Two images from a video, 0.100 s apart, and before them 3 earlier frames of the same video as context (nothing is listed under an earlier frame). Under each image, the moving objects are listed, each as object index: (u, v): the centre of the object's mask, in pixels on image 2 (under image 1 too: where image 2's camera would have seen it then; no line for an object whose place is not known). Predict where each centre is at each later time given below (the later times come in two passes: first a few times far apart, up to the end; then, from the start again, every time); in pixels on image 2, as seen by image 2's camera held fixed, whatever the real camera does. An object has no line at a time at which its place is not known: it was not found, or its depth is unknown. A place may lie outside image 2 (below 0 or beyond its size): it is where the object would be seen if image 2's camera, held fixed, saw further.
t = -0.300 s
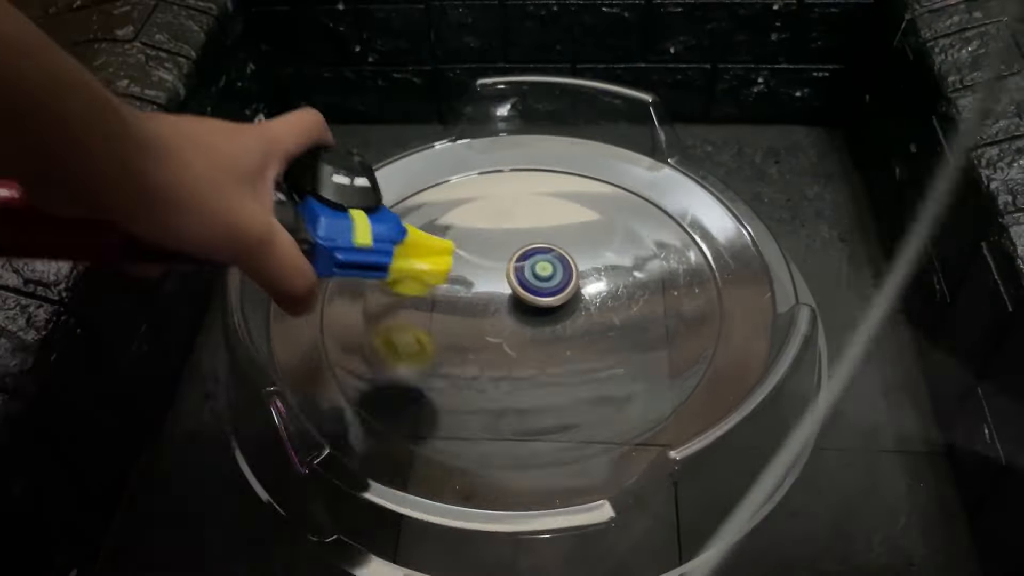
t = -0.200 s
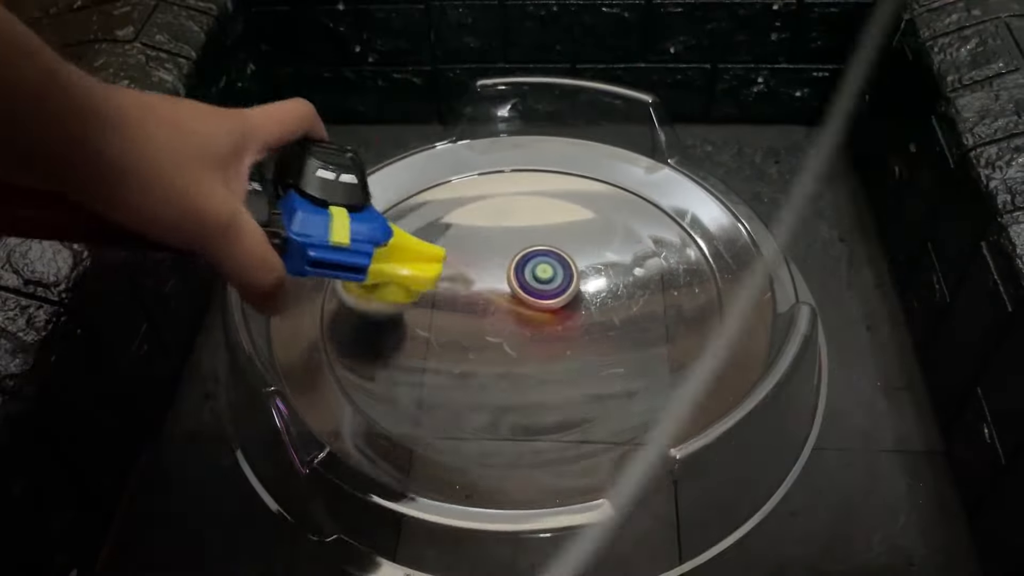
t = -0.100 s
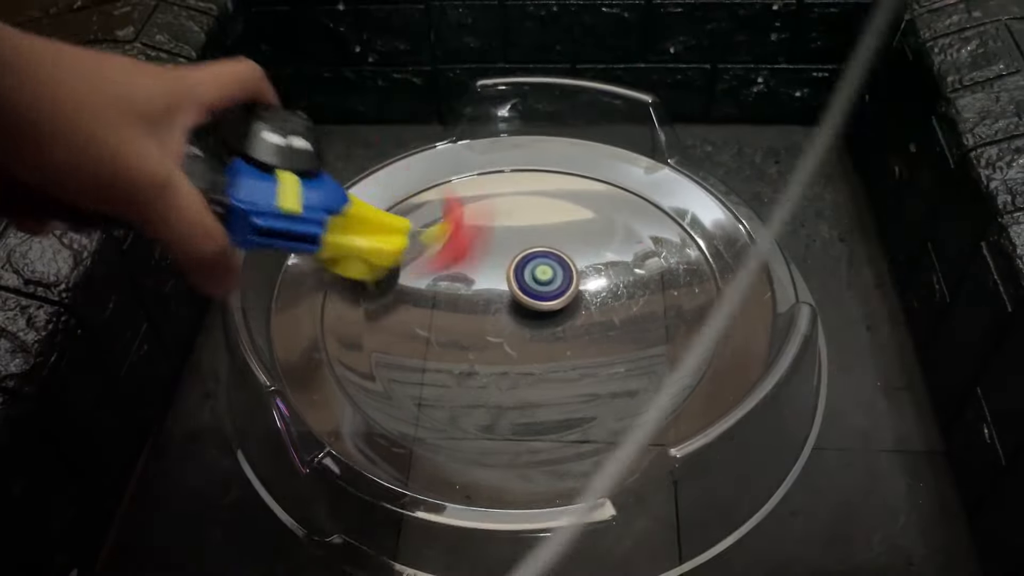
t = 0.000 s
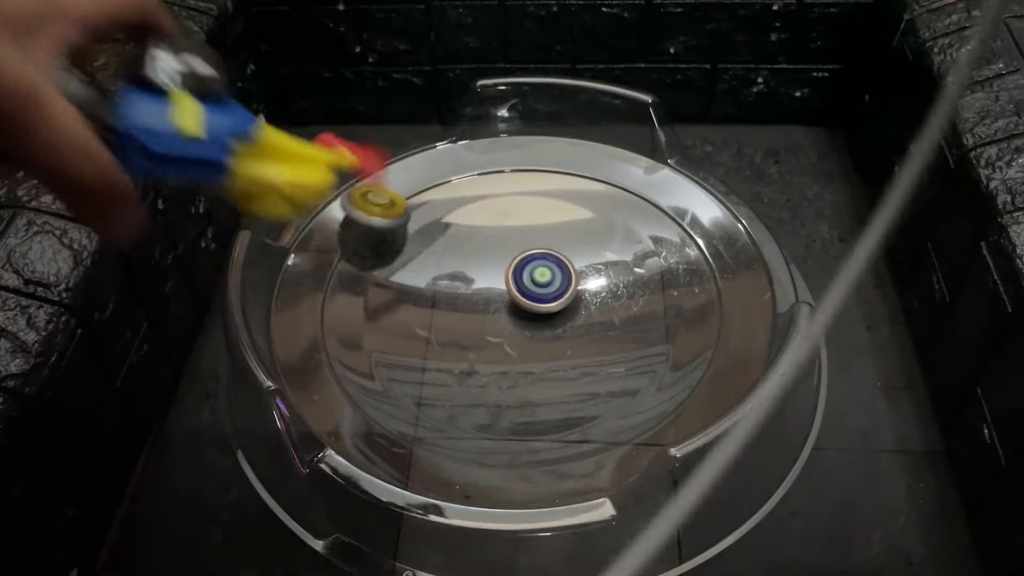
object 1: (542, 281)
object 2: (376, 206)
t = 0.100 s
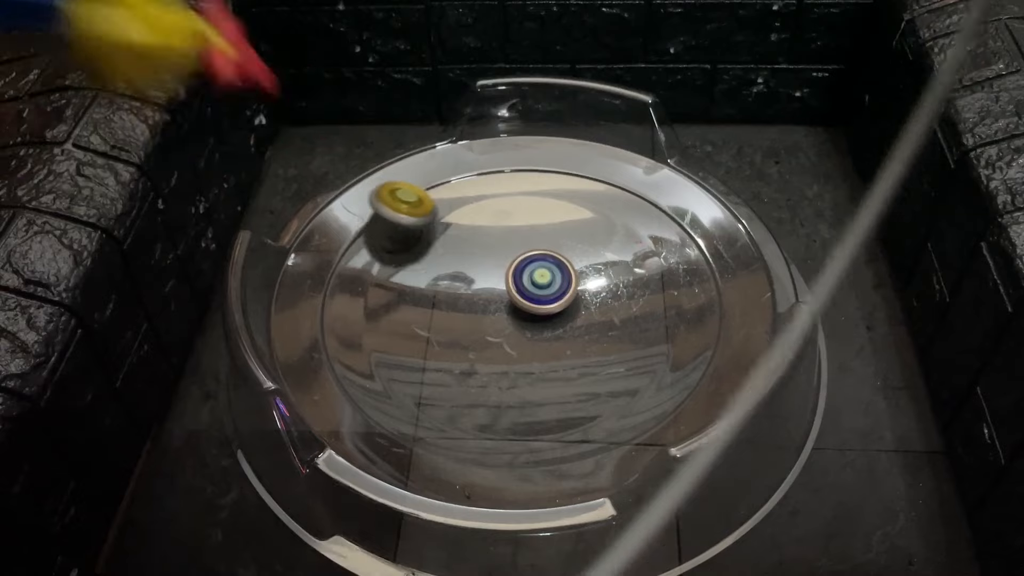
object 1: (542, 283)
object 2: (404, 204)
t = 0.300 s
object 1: (550, 283)
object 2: (474, 239)
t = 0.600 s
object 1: (719, 335)
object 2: (400, 200)
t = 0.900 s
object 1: (518, 254)
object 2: (435, 256)
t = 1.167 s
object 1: (647, 199)
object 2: (364, 306)
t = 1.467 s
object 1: (666, 244)
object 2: (523, 257)
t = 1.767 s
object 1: (639, 286)
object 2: (478, 206)
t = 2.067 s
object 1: (479, 315)
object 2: (487, 215)
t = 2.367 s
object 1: (585, 352)
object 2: (543, 254)
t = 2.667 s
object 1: (724, 244)
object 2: (594, 262)
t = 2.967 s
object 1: (729, 207)
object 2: (477, 258)
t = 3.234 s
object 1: (664, 255)
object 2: (410, 325)
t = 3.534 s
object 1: (454, 340)
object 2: (690, 321)
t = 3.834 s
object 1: (566, 366)
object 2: (711, 182)
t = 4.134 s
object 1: (684, 143)
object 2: (538, 225)
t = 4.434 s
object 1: (644, 225)
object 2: (467, 403)
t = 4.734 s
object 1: (451, 312)
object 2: (637, 391)
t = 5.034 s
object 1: (484, 344)
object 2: (661, 250)
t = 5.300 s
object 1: (563, 323)
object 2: (430, 266)
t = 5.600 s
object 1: (583, 288)
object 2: (419, 427)
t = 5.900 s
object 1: (556, 277)
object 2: (675, 369)
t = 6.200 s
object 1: (547, 295)
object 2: (518, 212)
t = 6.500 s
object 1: (561, 312)
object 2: (319, 307)
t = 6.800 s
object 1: (565, 311)
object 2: (463, 462)
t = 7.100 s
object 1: (546, 314)
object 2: (644, 296)
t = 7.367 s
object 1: (534, 326)
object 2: (461, 168)
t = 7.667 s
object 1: (536, 333)
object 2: (334, 319)
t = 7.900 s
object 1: (538, 329)
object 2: (535, 407)
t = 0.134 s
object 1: (542, 283)
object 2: (414, 207)
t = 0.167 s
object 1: (543, 283)
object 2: (426, 211)
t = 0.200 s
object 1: (544, 283)
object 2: (438, 217)
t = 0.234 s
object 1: (546, 283)
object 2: (450, 223)
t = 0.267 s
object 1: (548, 283)
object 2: (462, 231)
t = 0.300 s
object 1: (550, 283)
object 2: (474, 239)
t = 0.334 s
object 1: (552, 283)
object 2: (486, 247)
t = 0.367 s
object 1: (567, 285)
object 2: (487, 247)
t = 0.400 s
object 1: (602, 296)
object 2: (471, 233)
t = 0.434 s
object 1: (632, 314)
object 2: (457, 230)
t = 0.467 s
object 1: (670, 324)
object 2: (442, 221)
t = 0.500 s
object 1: (701, 330)
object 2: (429, 215)
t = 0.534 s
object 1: (732, 340)
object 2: (418, 210)
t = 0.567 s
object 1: (728, 333)
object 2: (408, 204)
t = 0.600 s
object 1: (719, 335)
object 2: (400, 200)
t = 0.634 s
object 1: (703, 331)
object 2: (393, 199)
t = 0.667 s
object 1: (677, 322)
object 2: (392, 204)
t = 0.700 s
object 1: (661, 320)
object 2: (393, 209)
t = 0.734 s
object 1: (638, 311)
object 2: (396, 216)
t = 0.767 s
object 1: (613, 300)
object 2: (401, 223)
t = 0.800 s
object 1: (590, 288)
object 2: (407, 231)
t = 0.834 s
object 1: (563, 276)
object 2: (415, 239)
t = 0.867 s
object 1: (538, 264)
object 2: (424, 248)
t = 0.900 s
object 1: (518, 254)
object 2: (435, 256)
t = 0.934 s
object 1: (525, 242)
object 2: (419, 263)
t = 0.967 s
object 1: (555, 229)
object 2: (388, 269)
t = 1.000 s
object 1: (580, 218)
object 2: (362, 275)
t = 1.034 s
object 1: (602, 209)
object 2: (343, 281)
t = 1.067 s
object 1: (619, 203)
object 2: (334, 286)
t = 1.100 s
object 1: (632, 200)
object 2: (336, 294)
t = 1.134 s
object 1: (642, 199)
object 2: (346, 300)
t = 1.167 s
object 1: (647, 199)
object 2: (364, 306)
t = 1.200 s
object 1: (648, 203)
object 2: (387, 309)
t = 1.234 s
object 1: (647, 207)
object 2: (414, 309)
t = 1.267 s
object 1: (643, 213)
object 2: (446, 307)
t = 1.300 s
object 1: (637, 220)
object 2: (475, 301)
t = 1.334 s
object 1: (628, 229)
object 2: (507, 292)
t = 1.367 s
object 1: (616, 240)
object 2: (537, 281)
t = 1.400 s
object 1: (621, 244)
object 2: (548, 270)
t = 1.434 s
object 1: (646, 244)
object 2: (535, 262)
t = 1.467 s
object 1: (666, 244)
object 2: (523, 257)
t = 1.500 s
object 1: (683, 246)
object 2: (513, 251)
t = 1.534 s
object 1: (696, 247)
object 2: (504, 245)
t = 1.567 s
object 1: (700, 250)
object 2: (496, 238)
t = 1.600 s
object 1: (696, 257)
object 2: (490, 232)
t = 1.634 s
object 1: (691, 263)
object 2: (486, 226)
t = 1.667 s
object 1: (681, 269)
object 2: (483, 219)
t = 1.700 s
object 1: (670, 274)
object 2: (480, 214)
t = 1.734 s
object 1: (655, 280)
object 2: (479, 209)
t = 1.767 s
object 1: (639, 286)
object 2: (478, 206)
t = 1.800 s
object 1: (621, 290)
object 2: (478, 203)
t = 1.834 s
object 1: (601, 294)
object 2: (478, 201)
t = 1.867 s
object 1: (579, 299)
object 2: (478, 200)
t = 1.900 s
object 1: (559, 302)
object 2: (478, 200)
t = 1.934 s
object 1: (539, 304)
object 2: (479, 202)
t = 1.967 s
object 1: (519, 307)
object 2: (480, 204)
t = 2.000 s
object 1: (502, 310)
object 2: (481, 207)
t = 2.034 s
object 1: (489, 312)
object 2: (484, 210)
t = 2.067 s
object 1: (479, 315)
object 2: (487, 215)
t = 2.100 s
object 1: (473, 320)
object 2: (491, 219)
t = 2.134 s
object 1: (472, 324)
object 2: (495, 224)
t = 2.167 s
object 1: (475, 330)
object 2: (500, 229)
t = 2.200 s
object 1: (483, 336)
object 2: (506, 233)
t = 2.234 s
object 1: (496, 342)
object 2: (513, 238)
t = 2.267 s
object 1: (513, 347)
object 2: (520, 242)
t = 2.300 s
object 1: (534, 351)
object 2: (527, 246)
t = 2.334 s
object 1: (558, 353)
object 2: (535, 250)
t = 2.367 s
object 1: (585, 352)
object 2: (543, 254)
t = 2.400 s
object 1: (614, 349)
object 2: (550, 257)
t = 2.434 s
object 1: (642, 342)
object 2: (558, 259)
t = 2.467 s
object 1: (666, 329)
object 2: (564, 261)
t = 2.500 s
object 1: (685, 312)
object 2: (571, 263)
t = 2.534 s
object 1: (713, 298)
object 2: (577, 264)
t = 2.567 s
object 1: (715, 274)
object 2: (582, 264)
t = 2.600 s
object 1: (721, 265)
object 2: (587, 264)
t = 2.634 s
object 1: (726, 254)
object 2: (590, 263)
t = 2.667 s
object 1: (724, 244)
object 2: (594, 262)
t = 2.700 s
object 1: (720, 237)
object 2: (596, 260)
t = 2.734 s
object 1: (714, 231)
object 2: (598, 258)
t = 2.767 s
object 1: (705, 225)
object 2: (598, 256)
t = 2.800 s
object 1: (695, 222)
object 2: (598, 254)
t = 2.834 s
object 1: (680, 223)
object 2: (598, 252)
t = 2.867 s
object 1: (669, 223)
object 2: (592, 252)
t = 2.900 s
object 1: (693, 215)
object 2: (551, 252)
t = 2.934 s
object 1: (715, 210)
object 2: (513, 257)
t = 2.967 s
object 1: (729, 207)
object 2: (477, 258)
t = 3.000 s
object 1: (735, 206)
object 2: (446, 260)
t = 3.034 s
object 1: (736, 209)
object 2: (422, 263)
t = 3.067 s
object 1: (731, 215)
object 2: (403, 268)
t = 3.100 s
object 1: (724, 220)
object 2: (390, 276)
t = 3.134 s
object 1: (713, 226)
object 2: (385, 285)
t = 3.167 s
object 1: (700, 235)
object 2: (386, 297)
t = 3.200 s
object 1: (683, 246)
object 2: (394, 310)
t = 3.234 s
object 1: (664, 255)
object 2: (410, 325)
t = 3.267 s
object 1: (643, 266)
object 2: (432, 339)
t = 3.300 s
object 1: (617, 277)
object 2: (459, 352)
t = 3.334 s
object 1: (592, 288)
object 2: (492, 362)
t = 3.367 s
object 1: (563, 298)
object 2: (529, 368)
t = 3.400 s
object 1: (536, 306)
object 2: (567, 369)
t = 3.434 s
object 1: (510, 316)
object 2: (605, 365)
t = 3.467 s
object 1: (489, 324)
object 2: (640, 355)
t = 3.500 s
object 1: (469, 332)
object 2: (669, 340)
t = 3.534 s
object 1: (454, 340)
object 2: (690, 321)
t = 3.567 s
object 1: (443, 349)
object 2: (721, 305)
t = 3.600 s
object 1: (438, 357)
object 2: (726, 281)
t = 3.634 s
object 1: (439, 365)
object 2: (728, 267)
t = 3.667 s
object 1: (446, 371)
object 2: (725, 247)
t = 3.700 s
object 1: (459, 376)
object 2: (728, 231)
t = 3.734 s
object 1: (480, 379)
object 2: (729, 217)
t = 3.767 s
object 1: (505, 380)
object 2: (727, 203)
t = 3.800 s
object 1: (534, 375)
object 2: (723, 189)
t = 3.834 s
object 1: (566, 366)
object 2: (711, 182)
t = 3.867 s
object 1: (598, 351)
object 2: (696, 176)
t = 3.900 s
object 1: (630, 331)
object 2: (681, 170)
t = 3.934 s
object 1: (657, 306)
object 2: (667, 168)
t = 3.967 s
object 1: (679, 275)
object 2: (649, 172)
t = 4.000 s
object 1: (689, 241)
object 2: (631, 177)
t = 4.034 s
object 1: (695, 217)
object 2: (611, 185)
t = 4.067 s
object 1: (695, 185)
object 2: (588, 193)
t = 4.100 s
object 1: (689, 161)
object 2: (563, 208)
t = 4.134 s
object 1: (684, 143)
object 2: (538, 225)
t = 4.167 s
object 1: (682, 139)
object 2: (515, 244)
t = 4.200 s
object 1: (684, 147)
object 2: (494, 265)
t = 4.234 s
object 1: (688, 157)
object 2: (477, 286)
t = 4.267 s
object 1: (690, 167)
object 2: (463, 308)
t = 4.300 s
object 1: (687, 178)
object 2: (455, 330)
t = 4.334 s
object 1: (682, 189)
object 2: (449, 351)
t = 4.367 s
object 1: (673, 200)
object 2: (449, 370)
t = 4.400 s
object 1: (660, 213)
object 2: (455, 388)
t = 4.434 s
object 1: (644, 225)
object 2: (467, 403)
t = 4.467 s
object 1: (624, 235)
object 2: (482, 417)
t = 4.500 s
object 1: (602, 246)
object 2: (502, 427)
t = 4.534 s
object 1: (579, 257)
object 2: (523, 434)
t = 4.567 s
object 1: (554, 268)
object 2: (548, 440)
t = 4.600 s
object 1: (530, 278)
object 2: (572, 441)
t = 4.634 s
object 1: (506, 288)
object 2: (592, 434)
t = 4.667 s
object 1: (484, 297)
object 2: (610, 422)
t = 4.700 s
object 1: (466, 305)
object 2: (624, 407)
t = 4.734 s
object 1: (451, 312)
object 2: (637, 391)
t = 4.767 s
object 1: (439, 318)
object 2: (666, 379)
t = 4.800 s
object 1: (432, 324)
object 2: (676, 360)
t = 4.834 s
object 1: (429, 330)
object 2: (683, 345)
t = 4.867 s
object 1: (432, 334)
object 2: (678, 325)
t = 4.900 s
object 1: (438, 338)
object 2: (686, 310)
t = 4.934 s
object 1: (448, 340)
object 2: (690, 295)
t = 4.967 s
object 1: (459, 343)
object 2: (689, 279)
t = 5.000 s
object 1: (471, 344)
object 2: (677, 263)
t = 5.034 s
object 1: (484, 344)
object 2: (661, 250)
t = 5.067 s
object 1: (496, 344)
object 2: (636, 241)
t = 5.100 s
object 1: (508, 342)
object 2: (609, 236)
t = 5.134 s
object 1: (520, 340)
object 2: (578, 233)
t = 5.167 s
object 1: (531, 337)
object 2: (546, 235)
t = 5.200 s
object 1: (540, 334)
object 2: (515, 239)
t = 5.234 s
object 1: (548, 331)
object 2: (482, 245)
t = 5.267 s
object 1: (556, 327)
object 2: (456, 254)
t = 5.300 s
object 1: (563, 323)
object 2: (430, 266)
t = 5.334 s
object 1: (568, 319)
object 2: (408, 280)
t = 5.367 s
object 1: (573, 315)
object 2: (391, 297)
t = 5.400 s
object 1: (577, 311)
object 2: (379, 314)
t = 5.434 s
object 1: (580, 307)
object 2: (369, 335)
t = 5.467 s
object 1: (582, 302)
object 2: (368, 356)
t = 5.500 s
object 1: (584, 299)
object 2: (369, 378)
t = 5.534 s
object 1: (584, 295)
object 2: (375, 399)
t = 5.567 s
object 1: (584, 291)
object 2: (392, 415)
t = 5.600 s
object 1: (583, 288)
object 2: (419, 427)
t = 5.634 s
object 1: (582, 284)
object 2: (452, 435)
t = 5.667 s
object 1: (580, 282)
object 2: (483, 438)
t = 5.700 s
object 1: (577, 280)
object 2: (515, 440)
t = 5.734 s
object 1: (574, 279)
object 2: (547, 438)
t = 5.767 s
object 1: (570, 278)
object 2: (578, 434)
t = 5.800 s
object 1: (566, 277)
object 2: (602, 424)
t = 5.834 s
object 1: (563, 277)
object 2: (622, 408)
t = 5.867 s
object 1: (559, 277)
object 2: (658, 392)
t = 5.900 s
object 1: (556, 277)
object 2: (675, 369)
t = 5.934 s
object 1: (553, 278)
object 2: (680, 344)
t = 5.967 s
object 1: (551, 279)
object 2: (678, 318)
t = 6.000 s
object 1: (549, 281)
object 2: (673, 298)
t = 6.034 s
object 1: (547, 283)
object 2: (659, 277)
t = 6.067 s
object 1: (547, 285)
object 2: (636, 257)
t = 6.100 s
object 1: (546, 287)
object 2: (611, 241)
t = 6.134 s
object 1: (547, 290)
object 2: (582, 229)
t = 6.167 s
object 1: (547, 293)
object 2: (551, 219)
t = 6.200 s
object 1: (547, 295)
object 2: (518, 212)
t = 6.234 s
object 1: (548, 298)
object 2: (485, 210)
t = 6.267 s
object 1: (549, 301)
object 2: (455, 210)
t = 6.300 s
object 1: (551, 303)
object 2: (425, 216)
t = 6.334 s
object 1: (552, 305)
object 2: (397, 224)
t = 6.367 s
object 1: (554, 307)
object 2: (372, 235)
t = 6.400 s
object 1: (556, 308)
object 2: (345, 248)
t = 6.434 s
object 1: (558, 310)
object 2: (327, 263)
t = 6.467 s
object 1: (560, 311)
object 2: (321, 284)
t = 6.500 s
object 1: (561, 312)
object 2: (319, 307)
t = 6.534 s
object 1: (563, 312)
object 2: (316, 328)
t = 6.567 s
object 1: (564, 313)
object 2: (316, 349)
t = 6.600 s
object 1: (565, 312)
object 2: (327, 369)
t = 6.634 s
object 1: (566, 312)
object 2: (343, 388)
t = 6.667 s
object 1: (566, 312)
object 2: (360, 406)
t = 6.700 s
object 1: (566, 312)
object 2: (381, 423)
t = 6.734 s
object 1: (566, 311)
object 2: (402, 439)
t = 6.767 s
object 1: (566, 311)
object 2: (430, 452)
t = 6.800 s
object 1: (565, 311)
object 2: (463, 462)
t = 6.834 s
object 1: (564, 310)
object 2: (498, 463)
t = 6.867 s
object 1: (563, 310)
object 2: (534, 458)
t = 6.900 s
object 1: (561, 310)
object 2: (567, 445)
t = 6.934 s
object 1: (559, 310)
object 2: (594, 429)
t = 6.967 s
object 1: (557, 311)
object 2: (617, 406)
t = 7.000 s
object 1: (554, 312)
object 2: (634, 379)
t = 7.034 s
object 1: (551, 312)
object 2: (645, 352)
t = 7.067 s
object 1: (548, 313)
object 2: (649, 324)
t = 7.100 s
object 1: (546, 314)
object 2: (644, 296)
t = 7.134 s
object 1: (544, 315)
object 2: (633, 269)
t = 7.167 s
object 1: (543, 316)
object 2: (618, 245)
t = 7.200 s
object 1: (541, 317)
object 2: (596, 223)
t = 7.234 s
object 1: (540, 319)
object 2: (573, 206)
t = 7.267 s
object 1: (538, 321)
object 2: (546, 192)
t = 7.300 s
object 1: (537, 323)
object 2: (518, 181)
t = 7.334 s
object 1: (535, 324)
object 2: (489, 172)
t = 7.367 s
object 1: (534, 326)
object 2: (461, 168)
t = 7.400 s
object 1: (534, 327)
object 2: (433, 169)
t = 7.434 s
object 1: (533, 328)
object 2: (411, 184)
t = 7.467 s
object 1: (533, 329)
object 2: (393, 200)
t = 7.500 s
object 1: (533, 330)
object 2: (375, 217)
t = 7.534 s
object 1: (533, 331)
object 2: (358, 235)
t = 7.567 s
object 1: (534, 331)
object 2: (343, 253)
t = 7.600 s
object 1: (534, 332)
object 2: (331, 271)
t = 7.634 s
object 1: (535, 333)
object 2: (330, 295)
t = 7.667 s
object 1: (536, 333)
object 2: (334, 319)
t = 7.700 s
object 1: (536, 333)
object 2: (344, 344)
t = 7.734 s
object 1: (537, 333)
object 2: (361, 367)
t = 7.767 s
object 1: (538, 333)
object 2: (387, 387)
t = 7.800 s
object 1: (538, 332)
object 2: (419, 401)
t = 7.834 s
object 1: (538, 331)
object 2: (456, 410)
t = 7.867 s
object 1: (539, 330)
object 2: (495, 413)
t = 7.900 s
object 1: (538, 329)
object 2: (535, 407)
